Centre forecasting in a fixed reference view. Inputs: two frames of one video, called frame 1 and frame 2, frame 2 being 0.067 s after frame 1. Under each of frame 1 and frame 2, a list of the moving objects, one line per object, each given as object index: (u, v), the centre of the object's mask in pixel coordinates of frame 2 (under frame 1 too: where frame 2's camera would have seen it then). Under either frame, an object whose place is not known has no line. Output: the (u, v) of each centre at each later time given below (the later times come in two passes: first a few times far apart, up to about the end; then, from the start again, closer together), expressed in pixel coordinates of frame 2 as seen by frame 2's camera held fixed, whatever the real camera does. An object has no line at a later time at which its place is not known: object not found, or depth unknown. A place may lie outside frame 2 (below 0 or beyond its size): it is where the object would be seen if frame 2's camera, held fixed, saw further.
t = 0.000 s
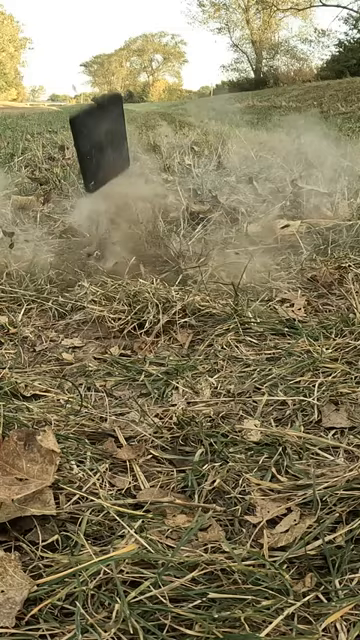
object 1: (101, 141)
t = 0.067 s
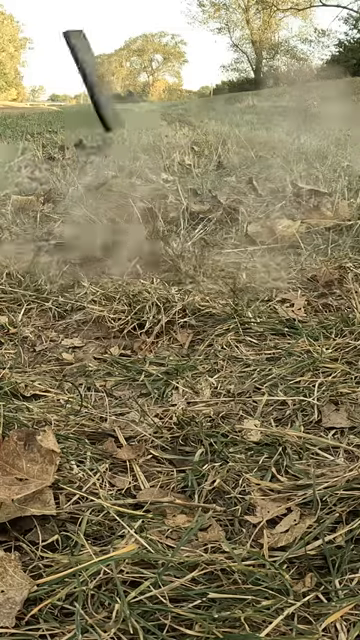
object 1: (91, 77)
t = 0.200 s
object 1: (77, 49)
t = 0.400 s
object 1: (47, 215)
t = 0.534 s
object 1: (51, 230)
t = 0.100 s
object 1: (89, 60)
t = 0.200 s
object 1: (77, 49)
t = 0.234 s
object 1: (73, 59)
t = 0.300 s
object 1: (57, 106)
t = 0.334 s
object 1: (52, 147)
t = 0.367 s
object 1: (47, 195)
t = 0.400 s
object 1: (47, 215)
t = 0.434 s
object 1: (48, 212)
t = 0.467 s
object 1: (50, 213)
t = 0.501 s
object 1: (50, 220)
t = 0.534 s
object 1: (51, 230)
